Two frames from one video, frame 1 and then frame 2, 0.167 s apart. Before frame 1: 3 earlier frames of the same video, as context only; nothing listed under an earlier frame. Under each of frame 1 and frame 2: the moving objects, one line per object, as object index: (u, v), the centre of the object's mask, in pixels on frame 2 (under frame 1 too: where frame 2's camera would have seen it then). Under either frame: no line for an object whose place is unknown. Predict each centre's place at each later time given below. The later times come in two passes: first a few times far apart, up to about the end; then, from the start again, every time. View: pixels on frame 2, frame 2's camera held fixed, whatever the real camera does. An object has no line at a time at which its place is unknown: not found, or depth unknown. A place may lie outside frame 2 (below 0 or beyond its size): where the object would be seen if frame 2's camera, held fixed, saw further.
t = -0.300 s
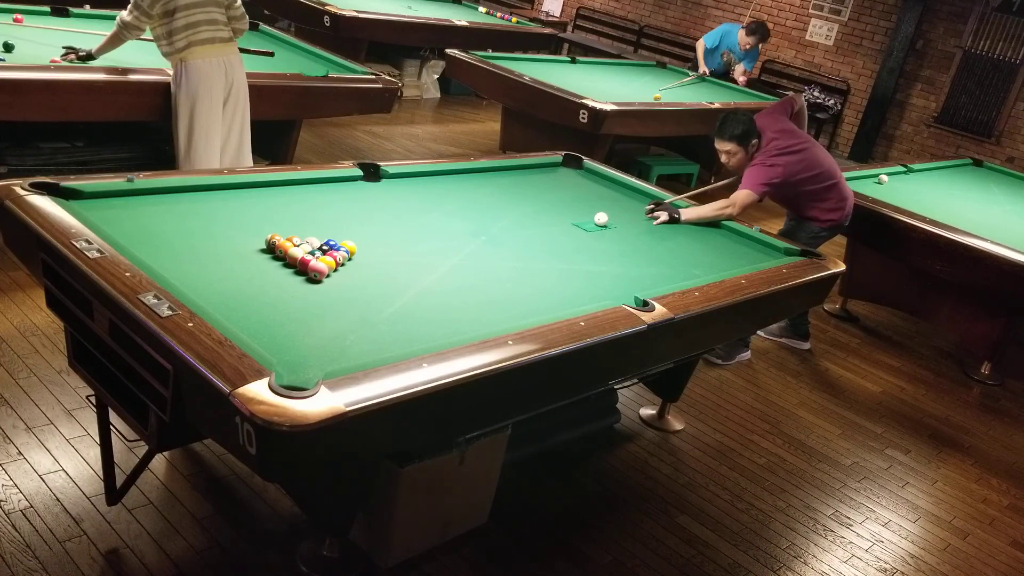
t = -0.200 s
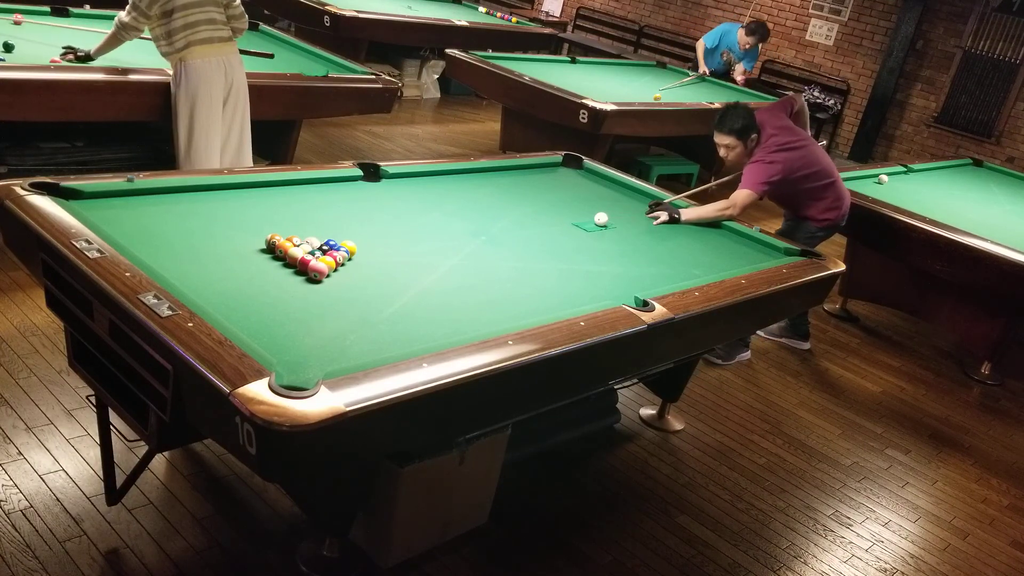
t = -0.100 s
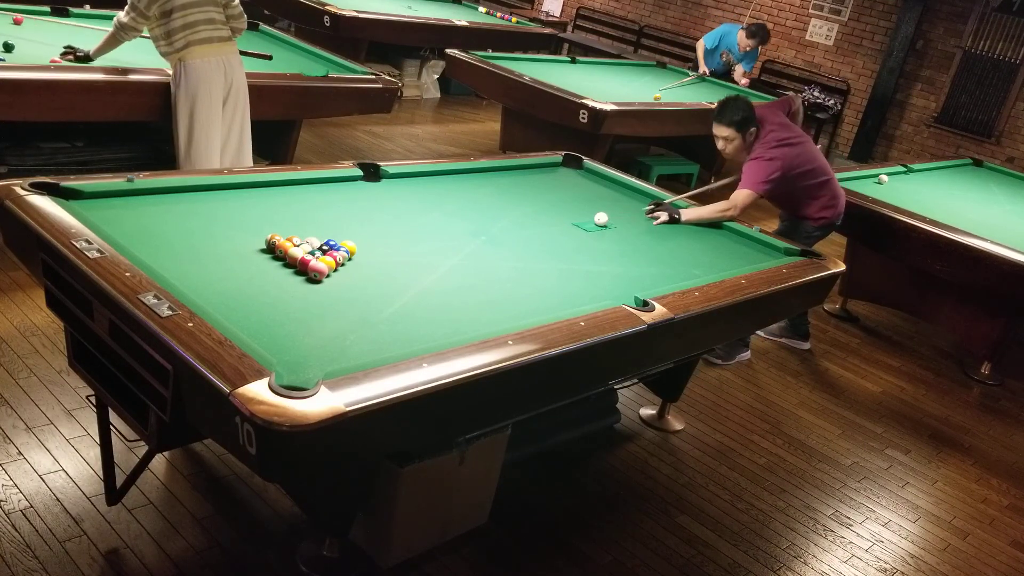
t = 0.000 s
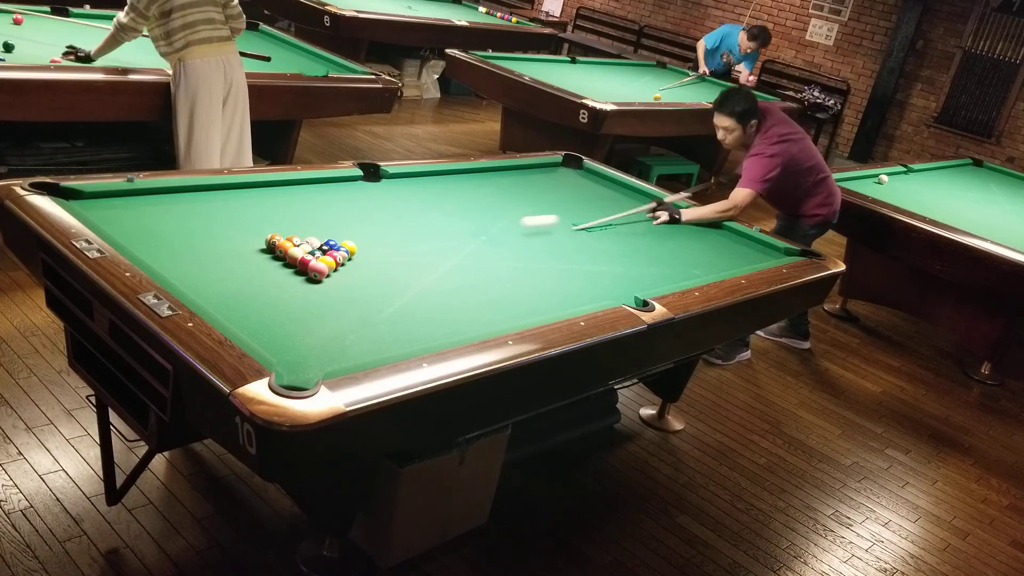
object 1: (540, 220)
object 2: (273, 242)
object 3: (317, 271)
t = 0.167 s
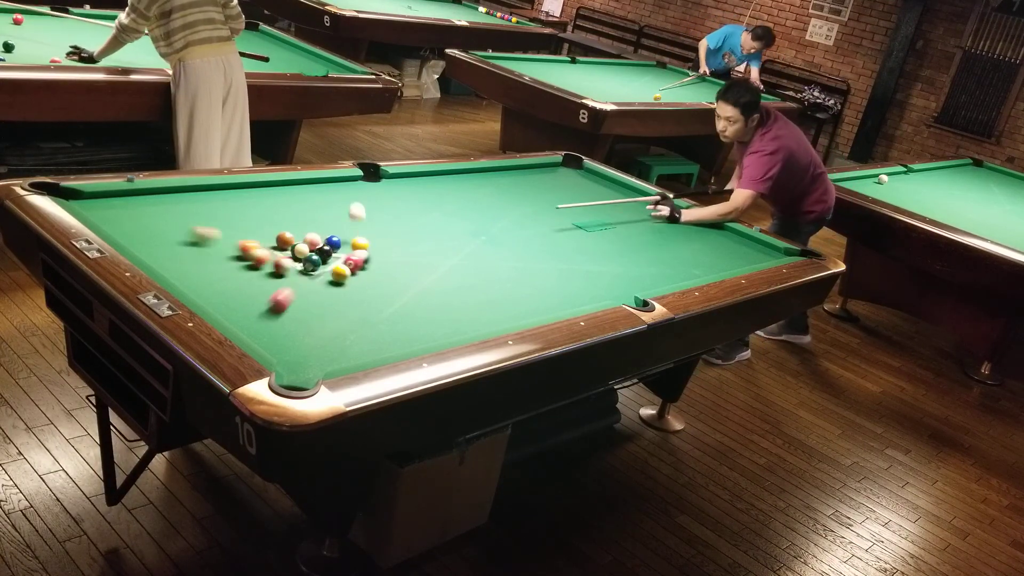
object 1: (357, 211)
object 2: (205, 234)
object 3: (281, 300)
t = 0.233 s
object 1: (352, 193)
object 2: (133, 227)
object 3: (252, 328)
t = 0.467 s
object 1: (329, 180)
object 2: (169, 200)
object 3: (419, 336)
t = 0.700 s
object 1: (346, 193)
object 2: (243, 190)
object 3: (490, 310)
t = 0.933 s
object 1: (378, 210)
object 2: (324, 192)
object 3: (528, 284)
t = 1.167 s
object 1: (422, 221)
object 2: (395, 198)
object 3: (542, 265)
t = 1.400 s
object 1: (464, 231)
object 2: (460, 200)
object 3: (554, 248)
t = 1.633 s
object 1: (504, 240)
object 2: (520, 203)
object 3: (564, 234)
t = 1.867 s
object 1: (544, 250)
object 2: (575, 206)
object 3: (574, 220)
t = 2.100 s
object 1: (583, 260)
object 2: (624, 208)
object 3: (581, 209)
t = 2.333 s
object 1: (620, 269)
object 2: (670, 210)
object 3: (587, 198)
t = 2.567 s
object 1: (657, 277)
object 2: (687, 218)
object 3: (592, 189)
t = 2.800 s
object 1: (672, 277)
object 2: (692, 230)
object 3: (597, 180)
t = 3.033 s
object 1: (667, 270)
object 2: (697, 243)
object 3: (589, 172)
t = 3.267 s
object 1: (662, 264)
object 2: (707, 255)
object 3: (560, 165)
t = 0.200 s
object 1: (354, 201)
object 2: (169, 229)
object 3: (260, 317)
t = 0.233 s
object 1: (352, 193)
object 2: (133, 227)
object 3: (252, 328)
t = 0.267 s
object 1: (349, 189)
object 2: (109, 222)
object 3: (279, 331)
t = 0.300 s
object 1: (346, 187)
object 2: (120, 217)
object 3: (306, 332)
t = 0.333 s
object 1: (342, 188)
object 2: (130, 215)
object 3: (332, 333)
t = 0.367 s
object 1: (338, 192)
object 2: (141, 211)
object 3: (355, 334)
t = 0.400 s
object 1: (334, 196)
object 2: (151, 207)
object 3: (376, 334)
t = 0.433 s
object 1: (332, 186)
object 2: (161, 204)
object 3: (398, 335)
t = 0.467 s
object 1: (329, 180)
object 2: (169, 200)
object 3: (419, 336)
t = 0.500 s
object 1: (326, 177)
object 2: (179, 197)
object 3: (439, 334)
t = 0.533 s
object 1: (323, 176)
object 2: (187, 194)
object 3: (450, 331)
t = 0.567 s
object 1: (325, 176)
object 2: (195, 191)
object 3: (459, 327)
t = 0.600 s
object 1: (331, 179)
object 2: (205, 189)
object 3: (466, 323)
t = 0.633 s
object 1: (336, 184)
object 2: (218, 189)
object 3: (475, 319)
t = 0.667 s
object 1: (341, 191)
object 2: (231, 190)
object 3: (483, 314)
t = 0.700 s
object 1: (346, 193)
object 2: (243, 190)
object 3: (490, 310)
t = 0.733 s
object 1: (350, 196)
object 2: (255, 191)
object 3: (497, 306)
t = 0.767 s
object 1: (354, 199)
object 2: (267, 191)
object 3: (504, 301)
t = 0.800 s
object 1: (359, 201)
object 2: (279, 192)
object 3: (511, 297)
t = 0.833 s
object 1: (363, 203)
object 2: (289, 192)
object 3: (518, 293)
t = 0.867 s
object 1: (368, 205)
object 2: (301, 194)
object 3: (524, 290)
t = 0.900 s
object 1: (373, 209)
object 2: (312, 193)
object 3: (527, 287)
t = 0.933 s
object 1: (378, 210)
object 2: (324, 192)
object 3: (528, 284)
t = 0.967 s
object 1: (385, 212)
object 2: (334, 195)
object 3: (531, 281)
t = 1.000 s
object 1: (391, 213)
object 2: (344, 195)
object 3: (532, 279)
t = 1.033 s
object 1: (397, 215)
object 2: (355, 196)
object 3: (534, 276)
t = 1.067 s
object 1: (403, 216)
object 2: (365, 197)
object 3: (536, 273)
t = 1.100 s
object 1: (409, 218)
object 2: (375, 197)
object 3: (538, 270)
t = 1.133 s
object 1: (416, 219)
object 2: (385, 197)
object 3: (540, 268)
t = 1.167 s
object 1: (422, 221)
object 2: (395, 198)
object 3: (542, 265)
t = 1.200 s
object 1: (428, 222)
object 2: (405, 197)
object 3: (544, 262)
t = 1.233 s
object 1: (434, 224)
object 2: (415, 198)
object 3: (546, 260)
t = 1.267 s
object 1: (440, 225)
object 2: (424, 199)
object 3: (547, 258)
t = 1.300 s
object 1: (446, 227)
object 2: (433, 199)
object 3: (549, 255)
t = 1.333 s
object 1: (452, 228)
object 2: (442, 200)
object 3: (551, 253)
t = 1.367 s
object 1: (458, 229)
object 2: (451, 200)
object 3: (552, 251)
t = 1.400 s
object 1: (464, 231)
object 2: (460, 200)
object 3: (554, 248)
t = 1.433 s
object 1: (470, 232)
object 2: (469, 202)
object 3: (556, 246)
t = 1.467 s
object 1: (476, 234)
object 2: (478, 201)
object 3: (557, 244)
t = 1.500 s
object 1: (481, 235)
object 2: (486, 201)
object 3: (559, 242)
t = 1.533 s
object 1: (487, 236)
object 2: (495, 202)
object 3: (560, 240)
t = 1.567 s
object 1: (493, 238)
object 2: (503, 203)
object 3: (562, 237)
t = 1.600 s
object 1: (499, 239)
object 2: (512, 203)
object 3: (563, 235)
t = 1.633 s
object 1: (504, 240)
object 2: (520, 203)
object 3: (564, 234)
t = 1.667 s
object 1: (510, 242)
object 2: (528, 204)
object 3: (566, 232)
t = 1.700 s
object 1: (516, 243)
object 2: (536, 204)
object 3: (567, 230)
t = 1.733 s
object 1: (522, 245)
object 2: (543, 205)
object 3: (568, 228)
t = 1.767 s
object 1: (527, 246)
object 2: (552, 205)
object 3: (570, 226)
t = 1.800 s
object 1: (533, 247)
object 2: (559, 205)
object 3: (571, 224)
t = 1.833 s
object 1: (539, 249)
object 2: (566, 206)
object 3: (572, 222)
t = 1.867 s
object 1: (544, 250)
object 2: (575, 206)
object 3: (574, 220)
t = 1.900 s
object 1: (550, 251)
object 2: (581, 205)
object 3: (575, 218)
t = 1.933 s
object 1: (555, 253)
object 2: (589, 206)
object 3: (576, 217)
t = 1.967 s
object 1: (561, 254)
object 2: (597, 207)
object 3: (577, 215)
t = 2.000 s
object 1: (567, 255)
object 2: (603, 207)
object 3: (578, 213)
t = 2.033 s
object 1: (572, 256)
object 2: (611, 207)
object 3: (579, 212)
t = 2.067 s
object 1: (578, 258)
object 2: (617, 208)
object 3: (580, 210)
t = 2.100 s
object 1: (583, 260)
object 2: (624, 208)
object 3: (581, 209)
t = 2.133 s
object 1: (588, 261)
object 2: (631, 208)
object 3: (581, 207)
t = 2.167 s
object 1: (594, 262)
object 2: (638, 209)
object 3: (582, 205)
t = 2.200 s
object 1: (599, 263)
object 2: (645, 208)
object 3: (583, 204)
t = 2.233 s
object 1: (605, 265)
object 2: (651, 208)
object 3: (584, 203)
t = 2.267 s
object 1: (610, 266)
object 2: (658, 209)
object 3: (585, 201)
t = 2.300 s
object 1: (615, 267)
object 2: (665, 209)
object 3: (586, 200)
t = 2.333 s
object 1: (620, 269)
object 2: (670, 210)
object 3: (587, 198)
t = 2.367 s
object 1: (626, 270)
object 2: (677, 210)
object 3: (588, 197)
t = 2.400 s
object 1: (631, 271)
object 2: (683, 210)
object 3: (588, 195)
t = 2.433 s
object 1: (636, 272)
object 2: (685, 211)
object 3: (589, 194)
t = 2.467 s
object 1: (642, 273)
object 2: (685, 213)
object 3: (590, 193)
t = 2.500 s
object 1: (647, 275)
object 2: (686, 214)
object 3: (591, 191)
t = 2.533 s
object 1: (652, 276)
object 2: (687, 217)
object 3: (591, 190)
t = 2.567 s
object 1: (657, 277)
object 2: (687, 218)
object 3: (592, 189)
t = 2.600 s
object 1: (662, 278)
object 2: (688, 220)
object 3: (593, 187)
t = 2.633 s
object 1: (668, 278)
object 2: (689, 222)
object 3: (594, 186)
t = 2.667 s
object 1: (672, 279)
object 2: (690, 223)
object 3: (594, 185)
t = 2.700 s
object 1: (674, 279)
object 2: (690, 225)
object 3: (595, 184)
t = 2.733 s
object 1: (674, 278)
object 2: (691, 227)
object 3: (595, 183)
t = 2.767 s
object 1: (673, 277)
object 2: (691, 228)
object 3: (596, 181)
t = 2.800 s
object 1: (672, 277)
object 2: (692, 230)
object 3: (597, 180)
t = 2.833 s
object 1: (671, 276)
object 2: (693, 232)
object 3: (597, 179)
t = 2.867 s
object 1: (671, 275)
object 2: (693, 233)
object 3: (598, 178)
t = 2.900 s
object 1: (670, 274)
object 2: (694, 236)
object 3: (599, 177)
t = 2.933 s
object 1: (669, 274)
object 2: (695, 238)
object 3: (599, 176)
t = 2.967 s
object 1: (668, 273)
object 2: (696, 239)
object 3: (598, 174)
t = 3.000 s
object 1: (668, 271)
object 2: (697, 241)
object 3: (593, 173)
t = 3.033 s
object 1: (667, 270)
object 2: (697, 243)
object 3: (589, 172)
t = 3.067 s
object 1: (666, 269)
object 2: (698, 244)
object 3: (585, 171)
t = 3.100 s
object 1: (665, 268)
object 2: (699, 247)
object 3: (581, 170)
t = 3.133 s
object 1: (665, 267)
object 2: (700, 249)
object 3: (577, 169)
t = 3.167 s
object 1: (664, 266)
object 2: (701, 250)
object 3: (573, 168)
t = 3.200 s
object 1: (663, 265)
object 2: (702, 252)
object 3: (569, 167)
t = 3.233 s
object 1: (663, 265)
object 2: (704, 254)
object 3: (564, 166)
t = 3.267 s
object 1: (662, 264)
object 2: (707, 255)
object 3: (560, 165)
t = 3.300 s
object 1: (661, 263)
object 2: (711, 257)
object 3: (559, 165)
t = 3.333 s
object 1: (661, 262)
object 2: (715, 258)
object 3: (559, 166)
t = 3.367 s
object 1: (660, 261)
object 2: (718, 260)
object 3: (559, 166)
